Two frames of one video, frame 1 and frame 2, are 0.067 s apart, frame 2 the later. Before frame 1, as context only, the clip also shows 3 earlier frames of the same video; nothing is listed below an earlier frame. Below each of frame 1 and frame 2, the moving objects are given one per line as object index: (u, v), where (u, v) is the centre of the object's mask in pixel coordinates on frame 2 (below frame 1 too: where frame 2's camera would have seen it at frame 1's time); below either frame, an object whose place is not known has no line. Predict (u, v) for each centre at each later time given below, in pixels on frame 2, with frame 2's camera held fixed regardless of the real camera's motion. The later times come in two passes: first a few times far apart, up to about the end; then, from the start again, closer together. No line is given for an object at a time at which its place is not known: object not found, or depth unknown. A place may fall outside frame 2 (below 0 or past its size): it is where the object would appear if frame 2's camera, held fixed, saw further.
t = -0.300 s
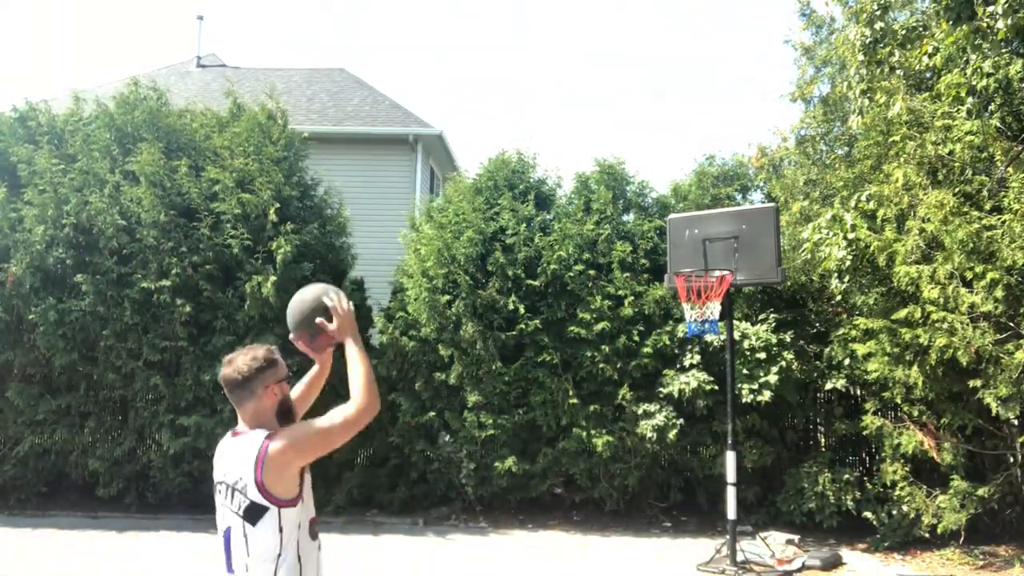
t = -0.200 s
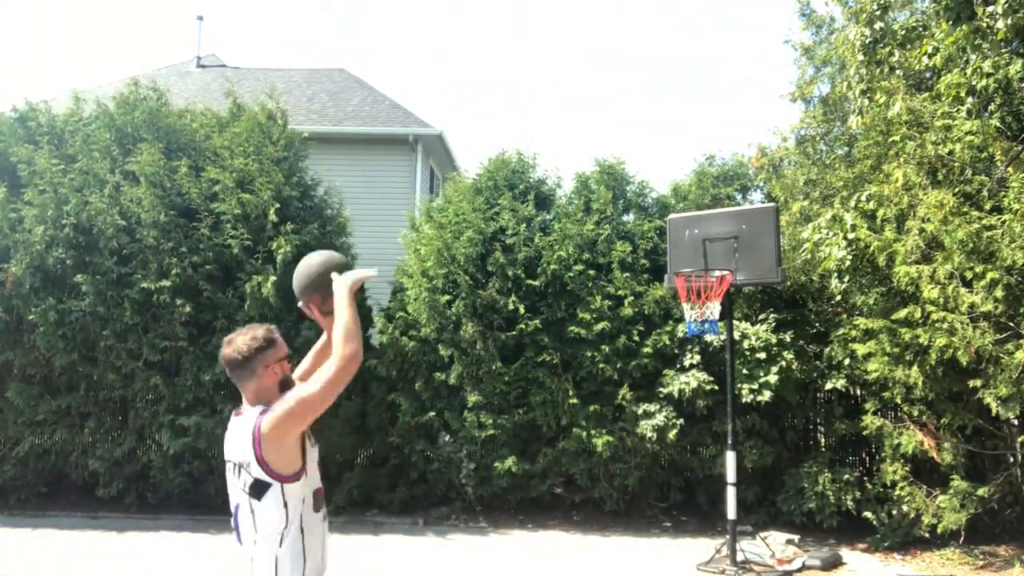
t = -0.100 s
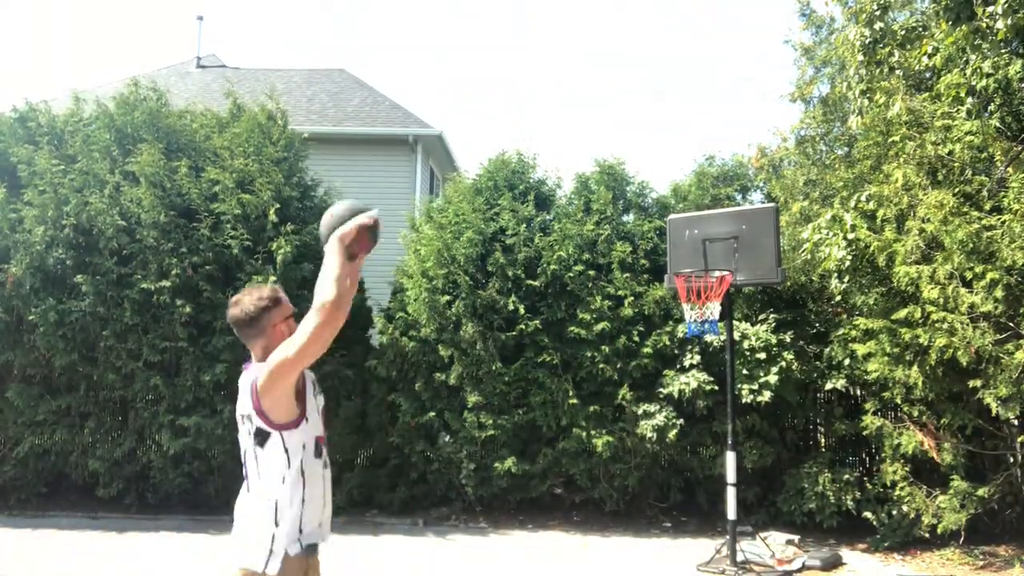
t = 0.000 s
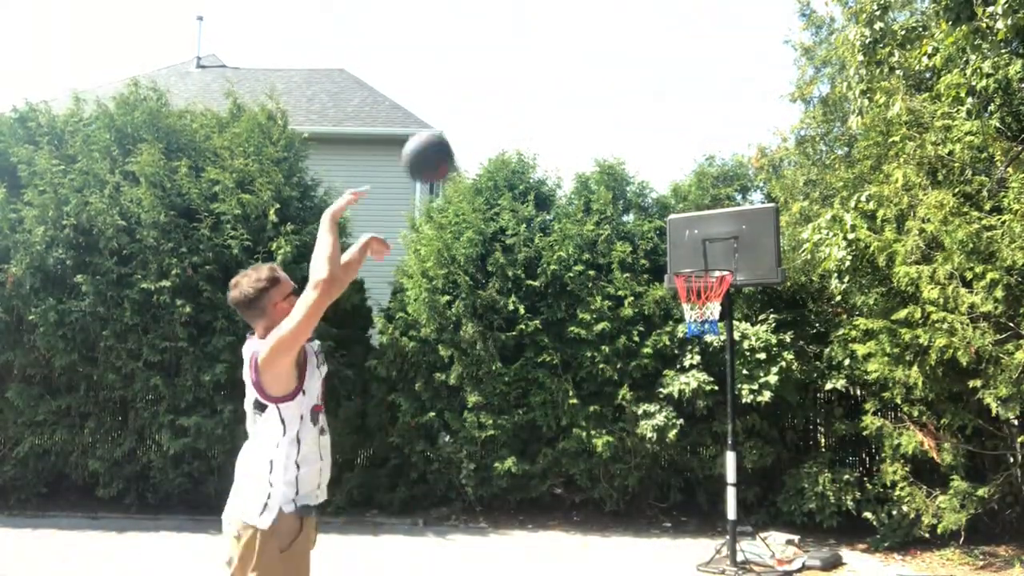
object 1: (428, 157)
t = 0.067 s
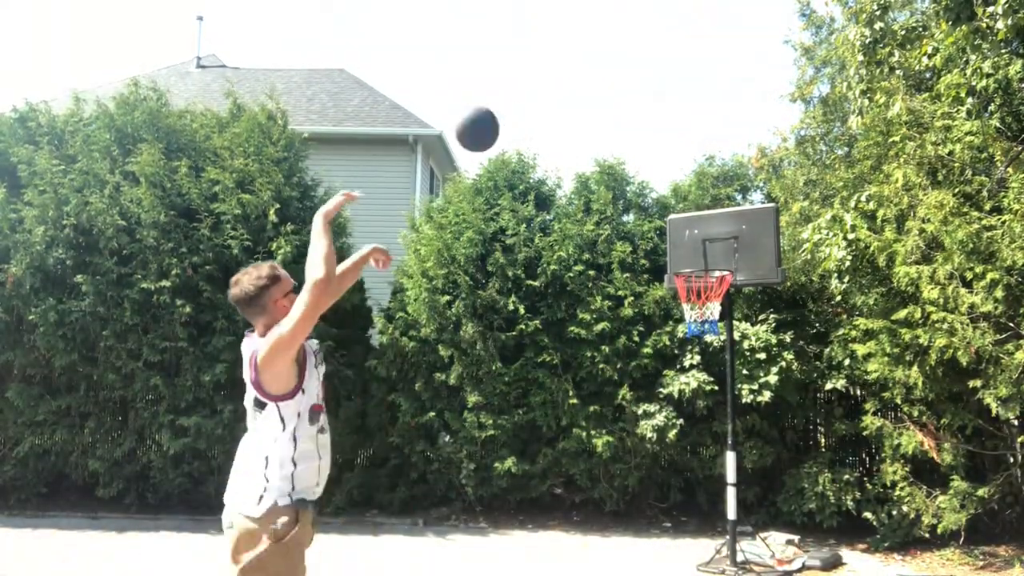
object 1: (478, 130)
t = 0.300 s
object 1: (596, 108)
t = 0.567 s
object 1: (681, 174)
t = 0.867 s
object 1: (719, 247)
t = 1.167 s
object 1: (671, 245)
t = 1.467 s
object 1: (624, 338)
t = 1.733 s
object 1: (583, 502)
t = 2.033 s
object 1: (553, 429)
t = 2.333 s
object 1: (533, 353)
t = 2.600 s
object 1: (516, 367)
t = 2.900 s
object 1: (498, 463)
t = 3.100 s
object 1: (486, 506)
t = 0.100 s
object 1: (499, 120)
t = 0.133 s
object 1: (518, 113)
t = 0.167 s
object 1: (536, 108)
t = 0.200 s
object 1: (553, 106)
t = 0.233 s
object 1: (568, 105)
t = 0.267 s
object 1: (582, 106)
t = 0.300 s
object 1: (596, 108)
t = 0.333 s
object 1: (609, 113)
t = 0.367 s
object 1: (621, 118)
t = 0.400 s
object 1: (632, 125)
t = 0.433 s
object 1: (643, 133)
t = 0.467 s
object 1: (653, 142)
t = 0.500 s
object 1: (663, 152)
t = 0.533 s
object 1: (672, 163)
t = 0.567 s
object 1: (681, 174)
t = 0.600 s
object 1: (691, 187)
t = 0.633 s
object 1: (697, 199)
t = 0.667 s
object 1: (705, 214)
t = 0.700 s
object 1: (712, 228)
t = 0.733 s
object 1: (719, 243)
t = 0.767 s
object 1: (726, 259)
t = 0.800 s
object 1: (724, 257)
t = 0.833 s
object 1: (721, 251)
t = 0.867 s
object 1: (719, 247)
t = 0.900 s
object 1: (715, 244)
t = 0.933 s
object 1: (709, 238)
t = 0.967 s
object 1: (703, 236)
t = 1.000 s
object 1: (698, 234)
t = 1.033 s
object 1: (692, 234)
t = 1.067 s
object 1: (687, 235)
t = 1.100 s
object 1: (681, 238)
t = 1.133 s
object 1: (676, 240)
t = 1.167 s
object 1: (671, 245)
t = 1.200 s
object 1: (666, 251)
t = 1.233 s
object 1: (660, 259)
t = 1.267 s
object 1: (655, 267)
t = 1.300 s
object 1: (650, 275)
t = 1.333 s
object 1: (645, 285)
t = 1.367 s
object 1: (639, 296)
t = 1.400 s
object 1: (633, 309)
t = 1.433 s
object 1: (629, 323)
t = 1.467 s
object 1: (624, 338)
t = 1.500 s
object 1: (618, 355)
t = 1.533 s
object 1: (614, 372)
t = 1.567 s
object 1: (606, 391)
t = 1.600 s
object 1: (602, 410)
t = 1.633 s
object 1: (597, 430)
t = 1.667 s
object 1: (592, 453)
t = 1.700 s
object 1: (587, 477)
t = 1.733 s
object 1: (583, 502)
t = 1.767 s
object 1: (576, 527)
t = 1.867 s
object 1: (565, 525)
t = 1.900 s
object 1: (563, 503)
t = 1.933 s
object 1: (561, 483)
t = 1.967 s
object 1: (558, 463)
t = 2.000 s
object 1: (556, 445)
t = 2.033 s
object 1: (553, 429)
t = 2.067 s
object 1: (551, 415)
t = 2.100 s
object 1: (549, 403)
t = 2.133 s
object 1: (547, 391)
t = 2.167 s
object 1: (544, 381)
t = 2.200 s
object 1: (542, 373)
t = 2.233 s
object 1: (539, 366)
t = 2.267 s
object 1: (538, 361)
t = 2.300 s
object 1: (535, 357)
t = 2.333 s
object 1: (533, 353)
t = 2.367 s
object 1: (531, 351)
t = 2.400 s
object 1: (528, 350)
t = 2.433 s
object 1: (527, 351)
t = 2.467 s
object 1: (526, 351)
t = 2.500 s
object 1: (523, 353)
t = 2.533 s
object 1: (521, 357)
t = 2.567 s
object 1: (520, 362)
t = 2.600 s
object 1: (516, 367)
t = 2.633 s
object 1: (515, 374)
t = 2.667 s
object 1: (513, 382)
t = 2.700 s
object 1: (510, 391)
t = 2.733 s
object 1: (508, 400)
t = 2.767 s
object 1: (506, 410)
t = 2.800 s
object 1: (504, 422)
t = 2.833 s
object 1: (502, 435)
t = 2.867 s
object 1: (500, 448)
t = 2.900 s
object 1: (498, 463)
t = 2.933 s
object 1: (496, 479)
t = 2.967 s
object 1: (493, 495)
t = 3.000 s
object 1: (491, 513)
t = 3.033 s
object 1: (489, 531)
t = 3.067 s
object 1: (487, 520)
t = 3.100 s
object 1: (486, 506)
